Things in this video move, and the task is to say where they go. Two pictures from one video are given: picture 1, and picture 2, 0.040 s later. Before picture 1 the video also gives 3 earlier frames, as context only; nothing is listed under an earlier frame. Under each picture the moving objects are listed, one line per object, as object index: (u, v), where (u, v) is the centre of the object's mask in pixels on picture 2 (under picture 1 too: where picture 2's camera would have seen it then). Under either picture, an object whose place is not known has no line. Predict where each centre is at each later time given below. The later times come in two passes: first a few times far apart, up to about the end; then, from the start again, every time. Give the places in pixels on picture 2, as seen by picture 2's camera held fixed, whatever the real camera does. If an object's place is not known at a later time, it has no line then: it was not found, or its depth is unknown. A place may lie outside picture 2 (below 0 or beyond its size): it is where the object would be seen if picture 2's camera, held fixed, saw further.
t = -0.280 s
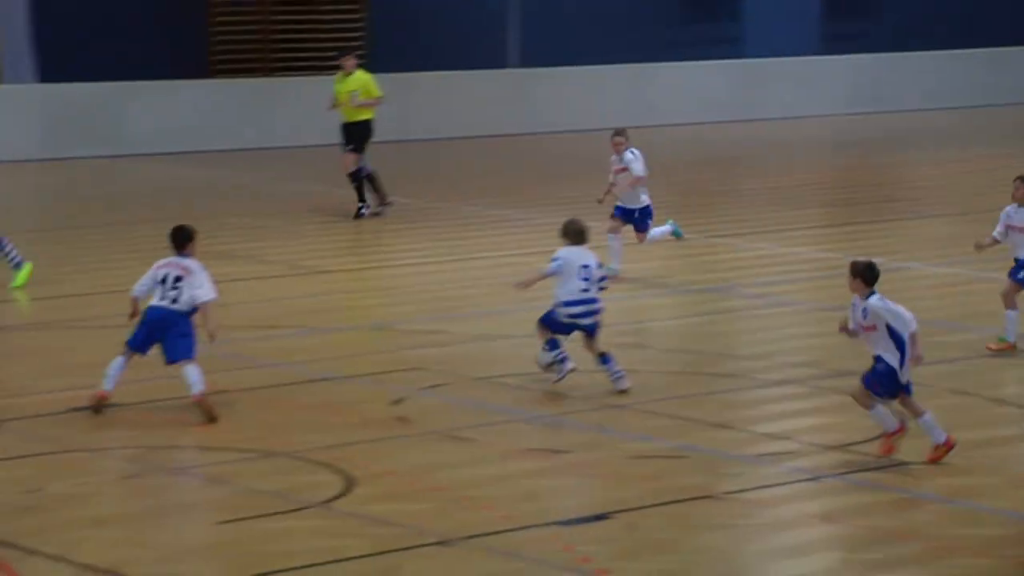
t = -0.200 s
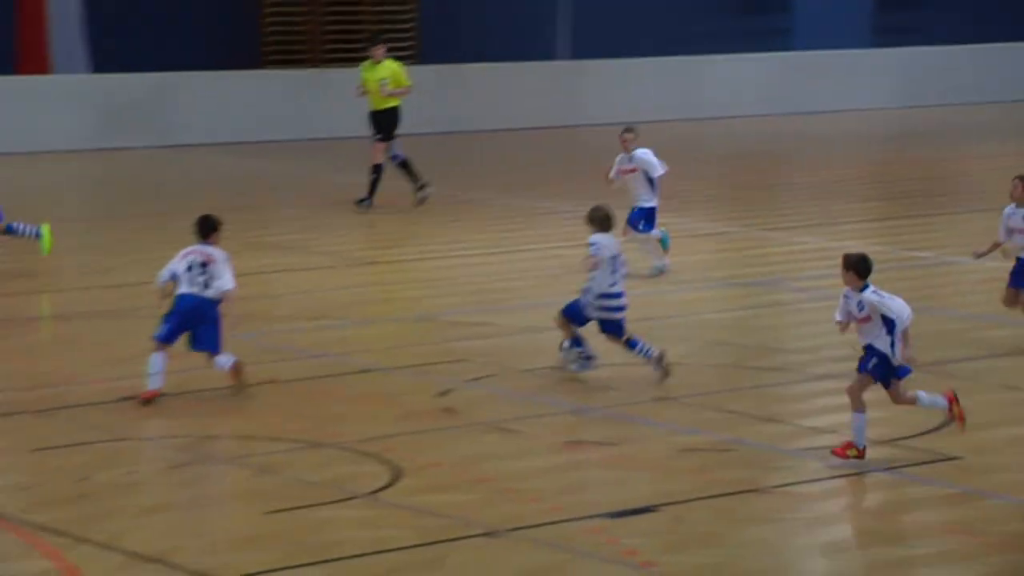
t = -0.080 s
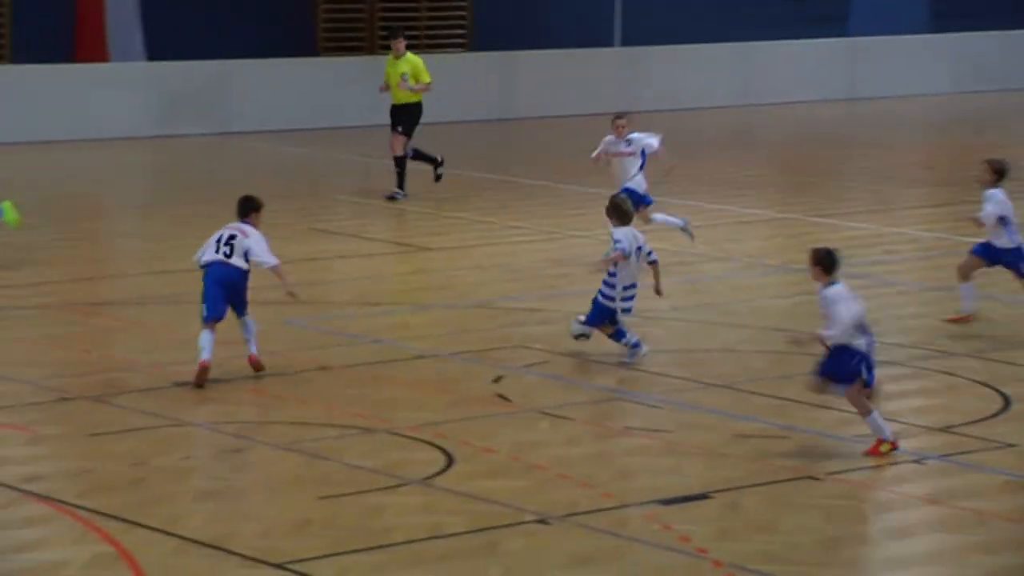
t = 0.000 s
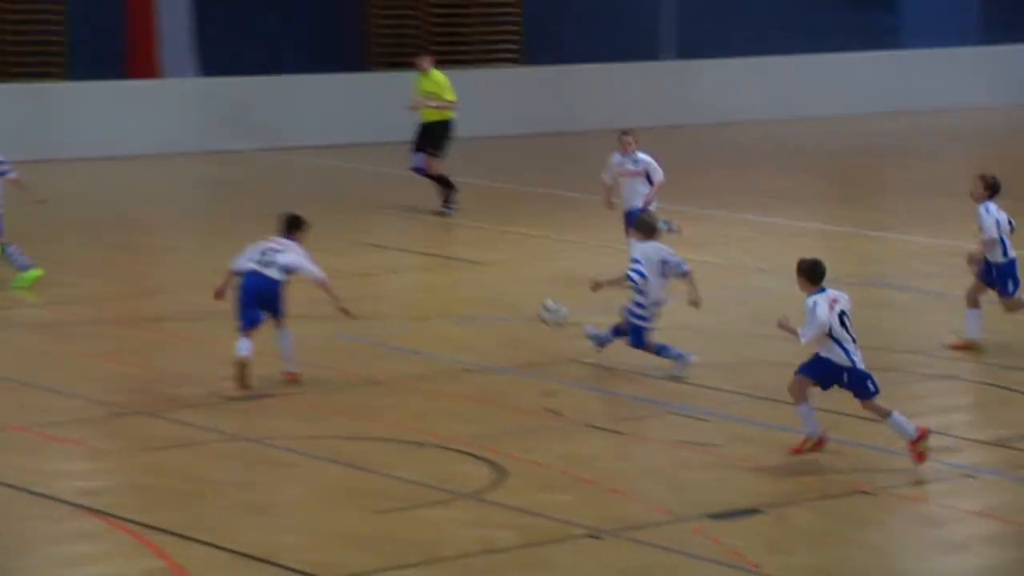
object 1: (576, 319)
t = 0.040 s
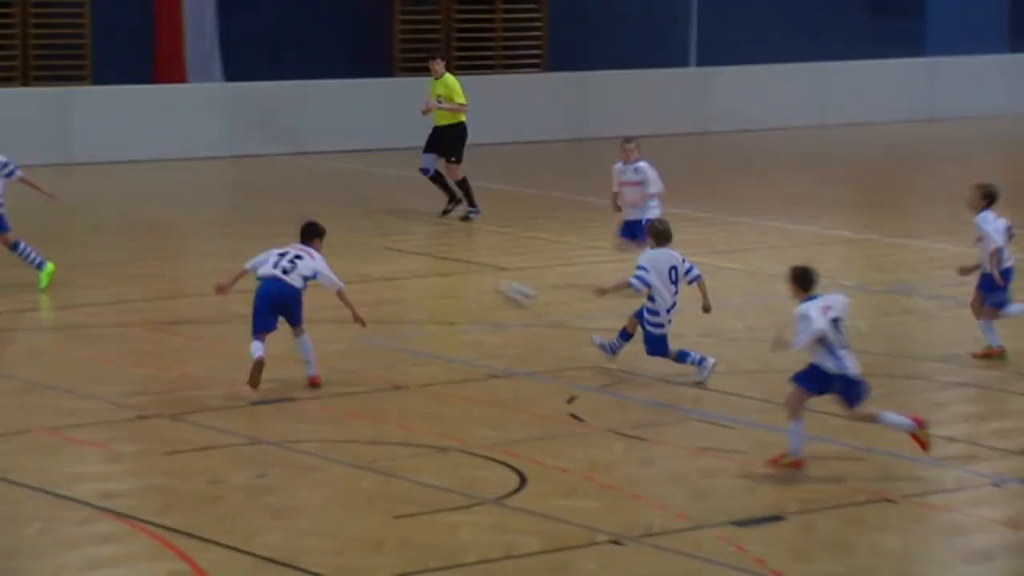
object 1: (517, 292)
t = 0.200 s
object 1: (295, 216)
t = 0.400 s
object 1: (20, 168)
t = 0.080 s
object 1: (461, 270)
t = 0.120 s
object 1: (406, 251)
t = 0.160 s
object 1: (347, 233)
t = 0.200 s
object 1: (295, 216)
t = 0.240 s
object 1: (238, 202)
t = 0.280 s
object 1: (186, 192)
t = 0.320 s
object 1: (131, 183)
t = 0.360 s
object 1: (77, 175)
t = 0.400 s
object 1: (20, 168)
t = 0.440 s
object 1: (-27, 166)
